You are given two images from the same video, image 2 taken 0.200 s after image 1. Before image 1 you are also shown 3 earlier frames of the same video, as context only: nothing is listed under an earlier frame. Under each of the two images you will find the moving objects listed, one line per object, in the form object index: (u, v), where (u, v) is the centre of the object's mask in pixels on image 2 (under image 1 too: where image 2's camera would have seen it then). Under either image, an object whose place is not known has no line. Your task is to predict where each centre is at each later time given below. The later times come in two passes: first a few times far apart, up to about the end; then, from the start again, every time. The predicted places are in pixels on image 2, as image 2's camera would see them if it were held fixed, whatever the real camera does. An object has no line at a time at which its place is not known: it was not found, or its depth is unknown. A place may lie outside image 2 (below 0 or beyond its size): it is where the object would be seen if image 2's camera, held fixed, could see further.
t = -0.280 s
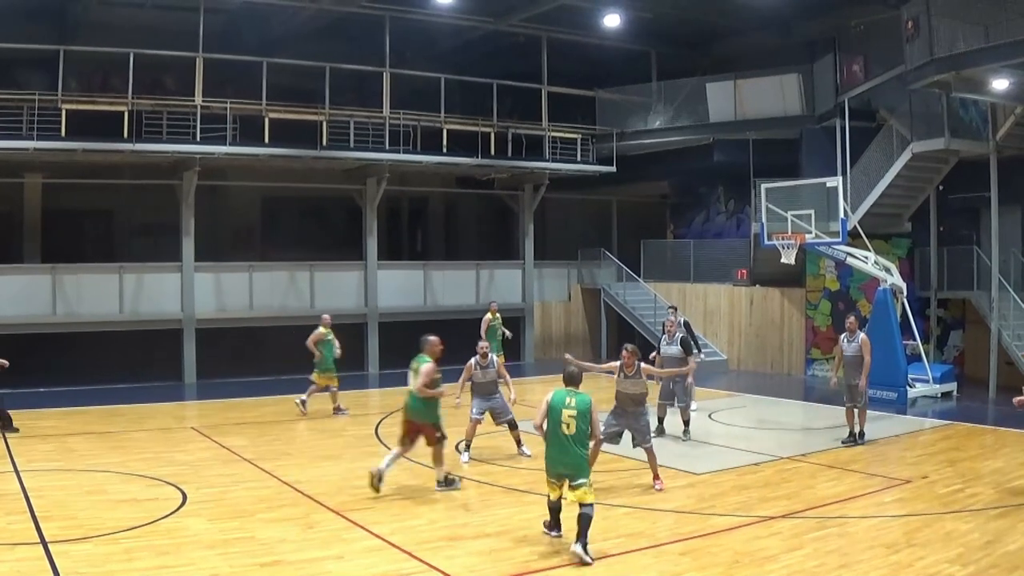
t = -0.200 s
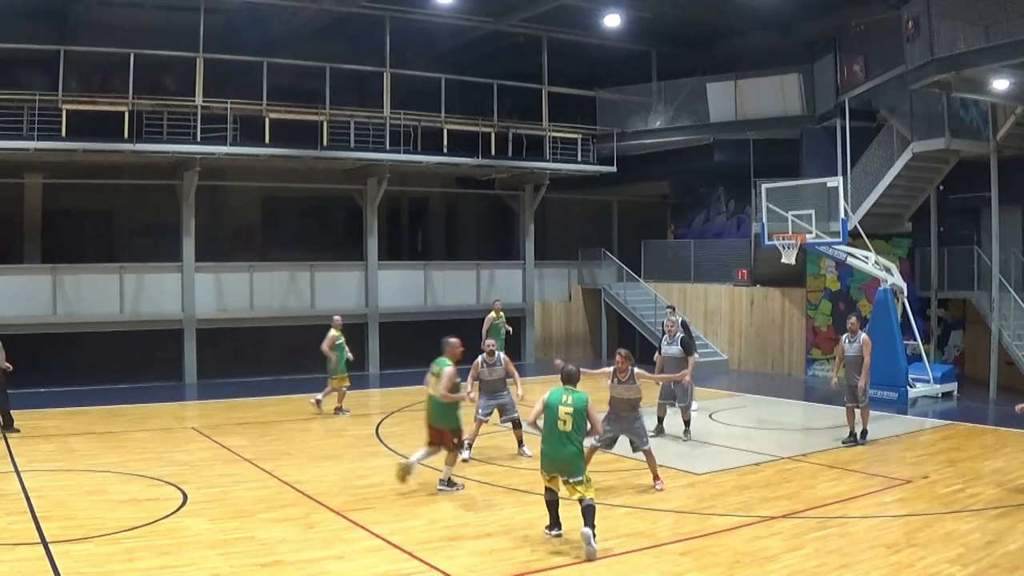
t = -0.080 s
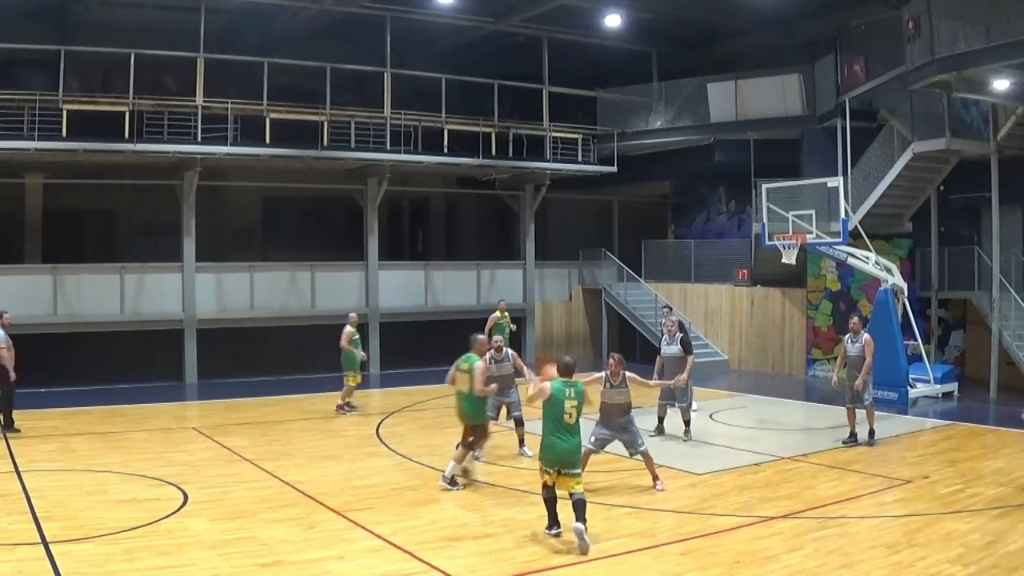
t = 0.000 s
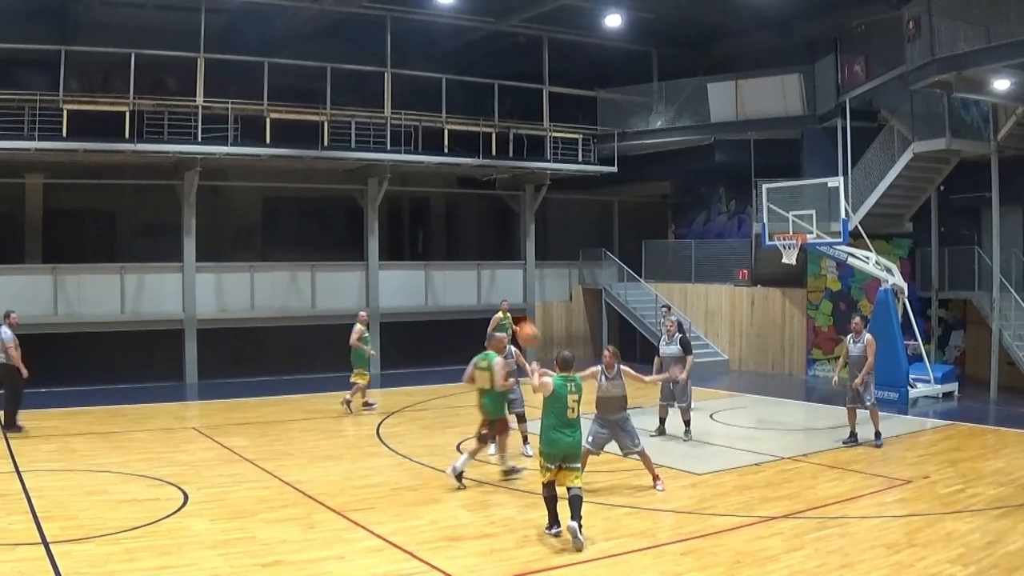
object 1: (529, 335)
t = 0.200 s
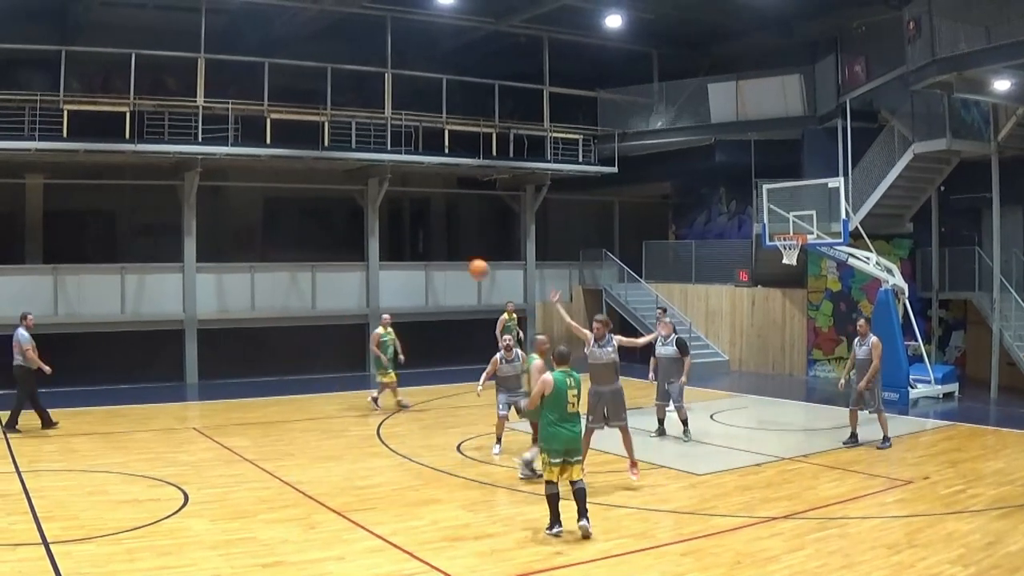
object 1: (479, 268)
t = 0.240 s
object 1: (472, 260)
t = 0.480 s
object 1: (436, 245)
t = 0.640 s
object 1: (416, 255)
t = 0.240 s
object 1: (472, 260)
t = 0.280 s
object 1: (465, 255)
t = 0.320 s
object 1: (462, 251)
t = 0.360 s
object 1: (453, 248)
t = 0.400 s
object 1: (445, 246)
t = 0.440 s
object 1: (442, 245)
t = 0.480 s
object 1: (436, 245)
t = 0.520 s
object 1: (429, 246)
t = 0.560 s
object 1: (425, 249)
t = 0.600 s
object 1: (421, 251)
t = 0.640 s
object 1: (416, 255)
